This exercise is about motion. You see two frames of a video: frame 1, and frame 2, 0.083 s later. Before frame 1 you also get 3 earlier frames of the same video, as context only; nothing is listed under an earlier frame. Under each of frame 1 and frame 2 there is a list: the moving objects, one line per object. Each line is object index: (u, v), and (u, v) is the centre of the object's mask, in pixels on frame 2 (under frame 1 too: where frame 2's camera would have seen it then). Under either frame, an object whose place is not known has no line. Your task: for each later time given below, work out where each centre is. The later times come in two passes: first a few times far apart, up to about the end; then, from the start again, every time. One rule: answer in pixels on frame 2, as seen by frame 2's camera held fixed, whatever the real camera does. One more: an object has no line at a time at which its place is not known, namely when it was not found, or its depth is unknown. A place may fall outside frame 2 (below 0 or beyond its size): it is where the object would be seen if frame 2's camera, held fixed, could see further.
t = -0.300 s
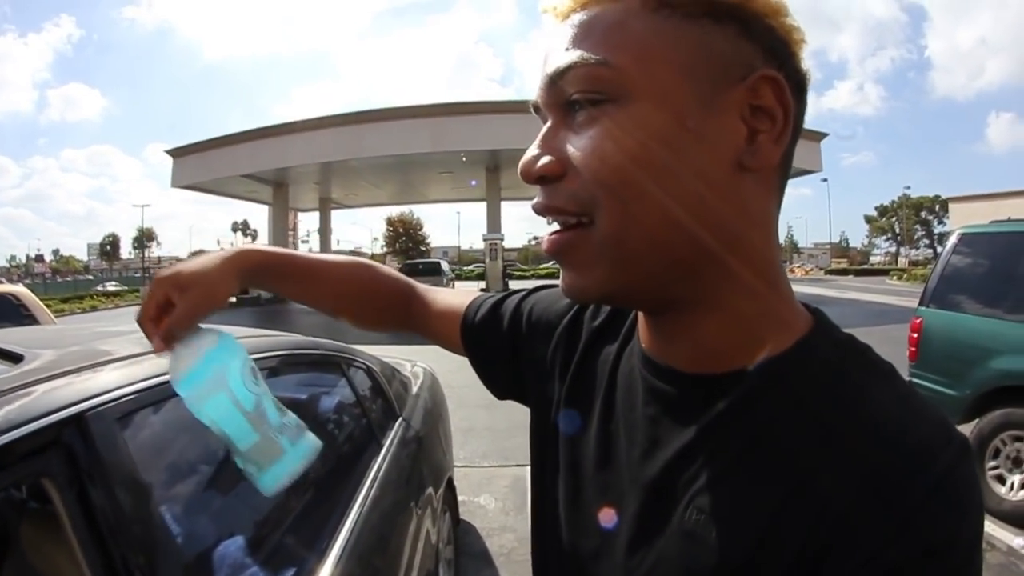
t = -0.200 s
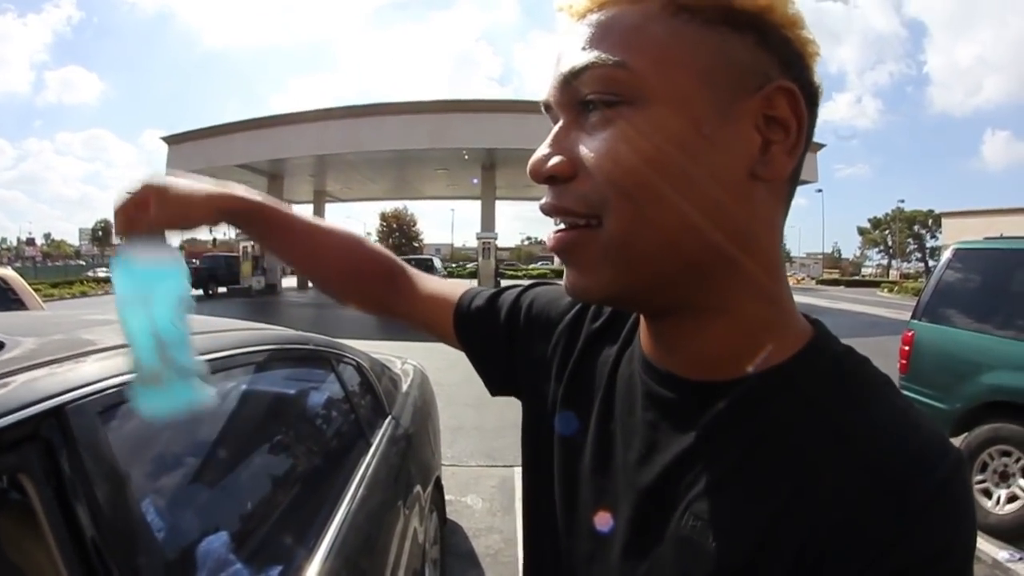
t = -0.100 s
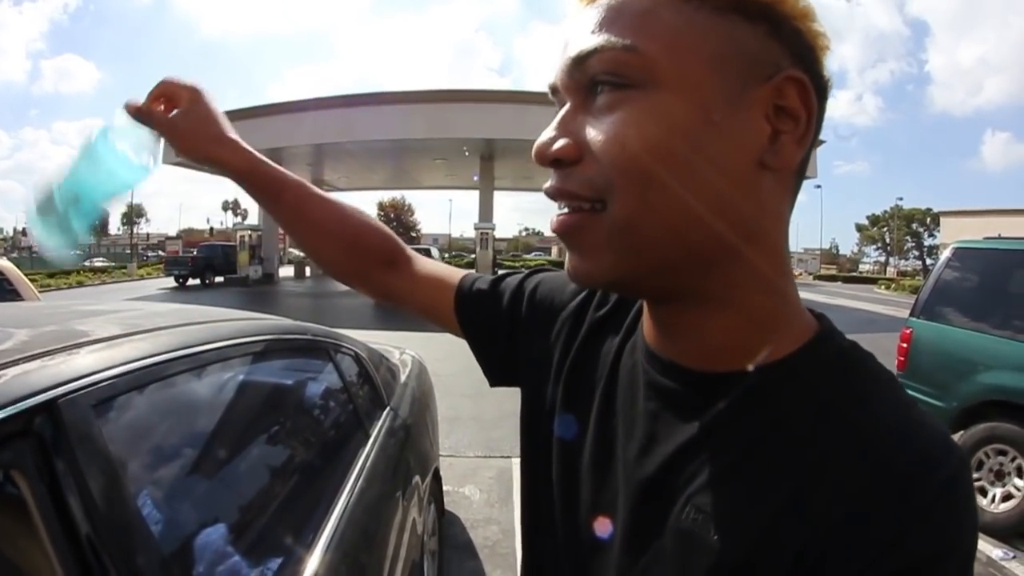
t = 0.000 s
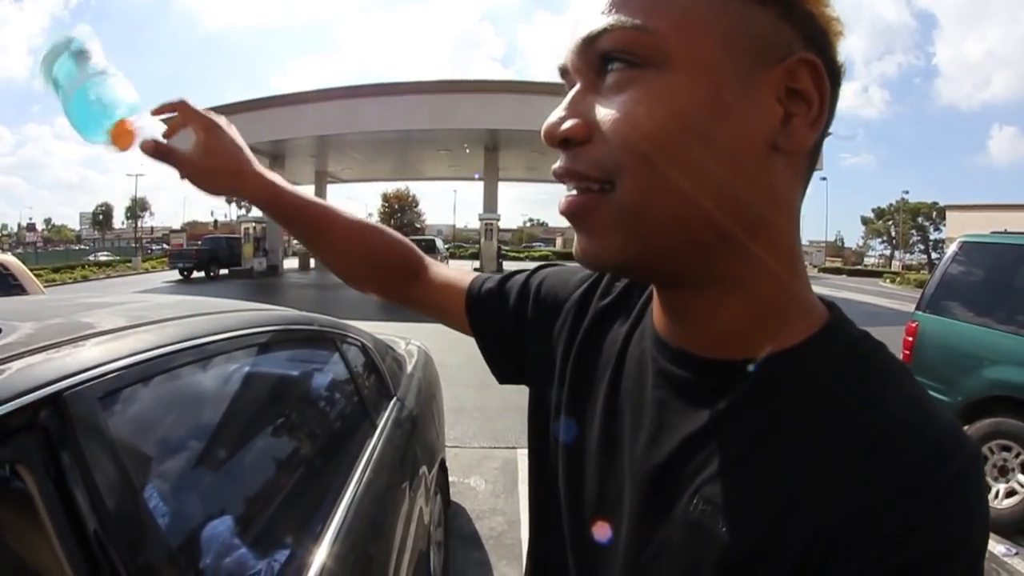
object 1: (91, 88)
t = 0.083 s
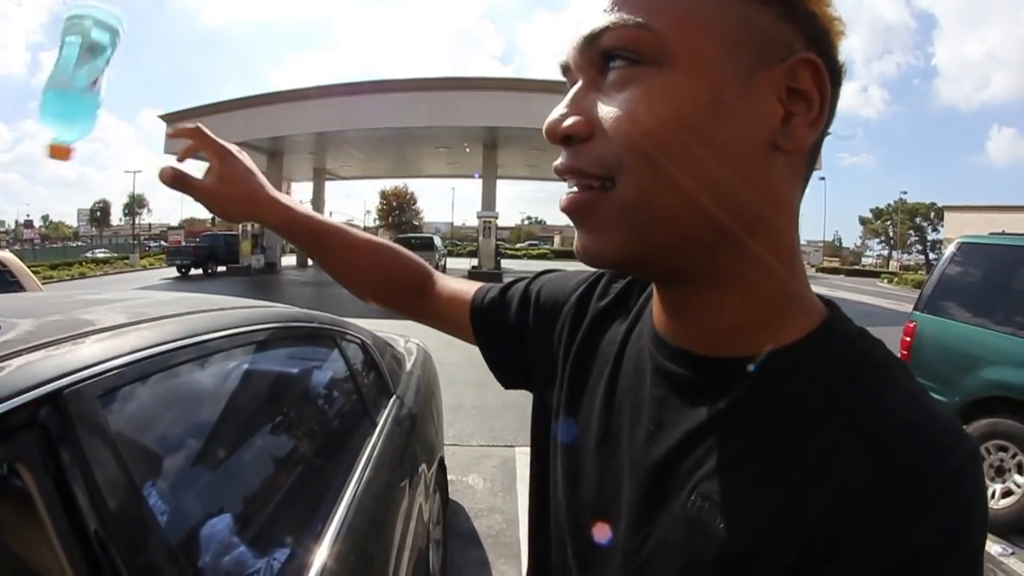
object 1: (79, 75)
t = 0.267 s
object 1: (57, 228)
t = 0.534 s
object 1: (58, 282)
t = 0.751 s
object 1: (80, 280)
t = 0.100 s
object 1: (76, 80)
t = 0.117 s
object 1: (73, 87)
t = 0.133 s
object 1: (69, 95)
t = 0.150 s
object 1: (68, 103)
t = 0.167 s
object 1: (67, 112)
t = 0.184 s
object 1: (63, 126)
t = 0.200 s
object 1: (62, 140)
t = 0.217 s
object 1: (62, 157)
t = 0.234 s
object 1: (60, 178)
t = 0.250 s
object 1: (60, 205)
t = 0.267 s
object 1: (57, 228)
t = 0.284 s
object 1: (56, 251)
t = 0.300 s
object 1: (54, 274)
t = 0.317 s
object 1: (56, 277)
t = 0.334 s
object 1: (56, 278)
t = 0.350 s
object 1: (56, 275)
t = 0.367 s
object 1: (56, 269)
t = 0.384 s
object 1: (57, 266)
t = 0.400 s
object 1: (57, 265)
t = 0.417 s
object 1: (57, 266)
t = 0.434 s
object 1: (57, 268)
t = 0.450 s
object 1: (57, 272)
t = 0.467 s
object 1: (56, 278)
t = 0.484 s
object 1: (57, 280)
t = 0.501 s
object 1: (58, 280)
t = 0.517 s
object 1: (58, 281)
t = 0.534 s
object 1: (58, 282)
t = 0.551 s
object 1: (59, 281)
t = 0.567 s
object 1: (60, 280)
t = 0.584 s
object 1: (61, 280)
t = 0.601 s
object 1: (62, 280)
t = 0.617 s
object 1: (63, 281)
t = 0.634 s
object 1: (65, 280)
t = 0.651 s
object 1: (67, 279)
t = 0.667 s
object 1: (68, 280)
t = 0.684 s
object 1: (70, 280)
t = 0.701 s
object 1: (72, 280)
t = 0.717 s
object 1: (75, 280)
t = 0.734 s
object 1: (78, 280)
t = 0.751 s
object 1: (80, 280)
